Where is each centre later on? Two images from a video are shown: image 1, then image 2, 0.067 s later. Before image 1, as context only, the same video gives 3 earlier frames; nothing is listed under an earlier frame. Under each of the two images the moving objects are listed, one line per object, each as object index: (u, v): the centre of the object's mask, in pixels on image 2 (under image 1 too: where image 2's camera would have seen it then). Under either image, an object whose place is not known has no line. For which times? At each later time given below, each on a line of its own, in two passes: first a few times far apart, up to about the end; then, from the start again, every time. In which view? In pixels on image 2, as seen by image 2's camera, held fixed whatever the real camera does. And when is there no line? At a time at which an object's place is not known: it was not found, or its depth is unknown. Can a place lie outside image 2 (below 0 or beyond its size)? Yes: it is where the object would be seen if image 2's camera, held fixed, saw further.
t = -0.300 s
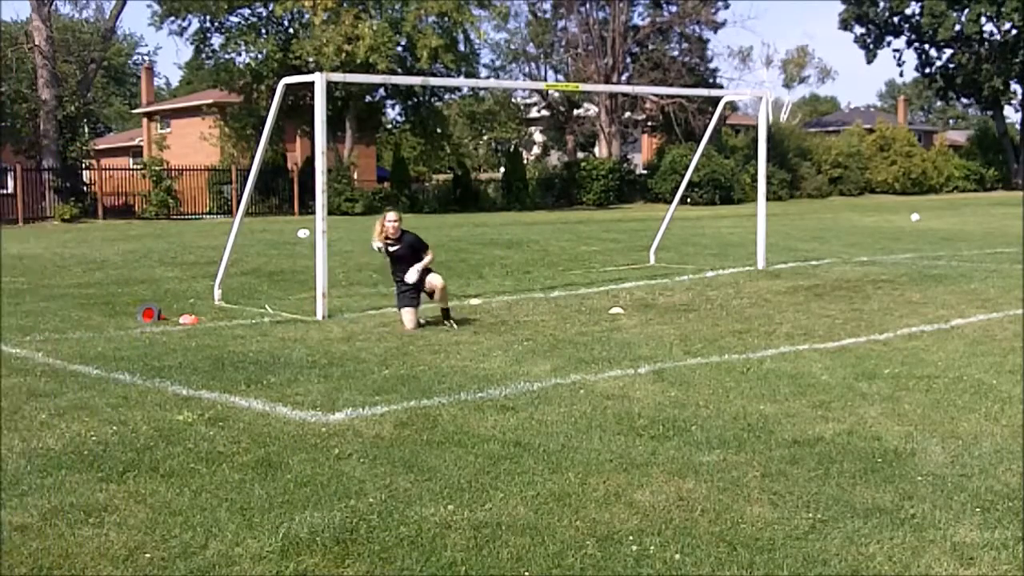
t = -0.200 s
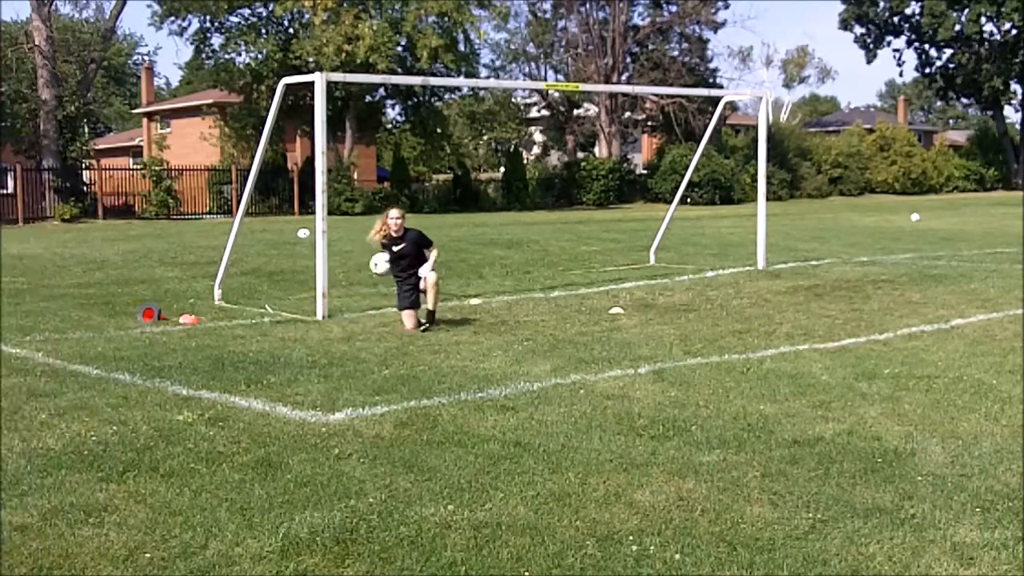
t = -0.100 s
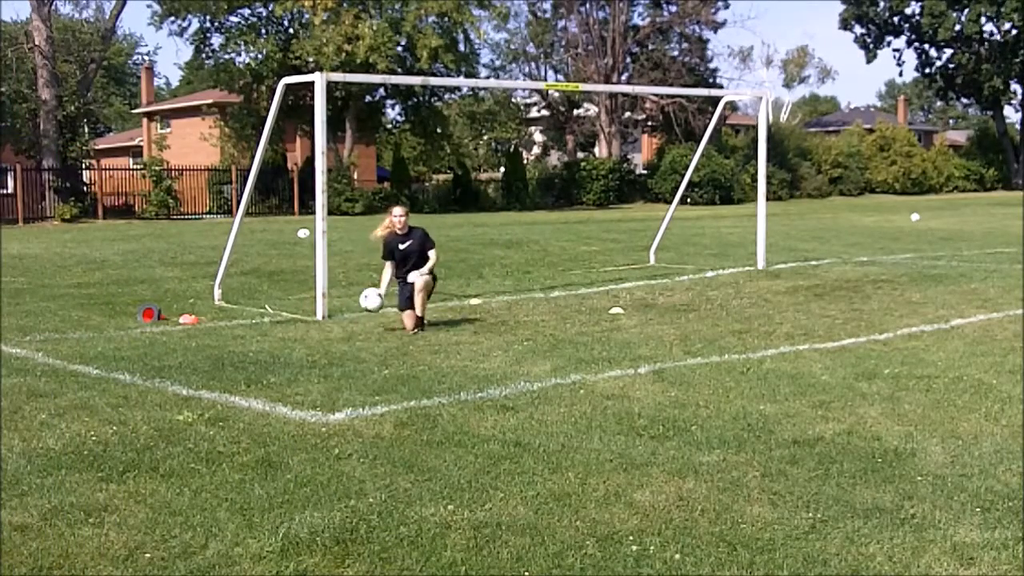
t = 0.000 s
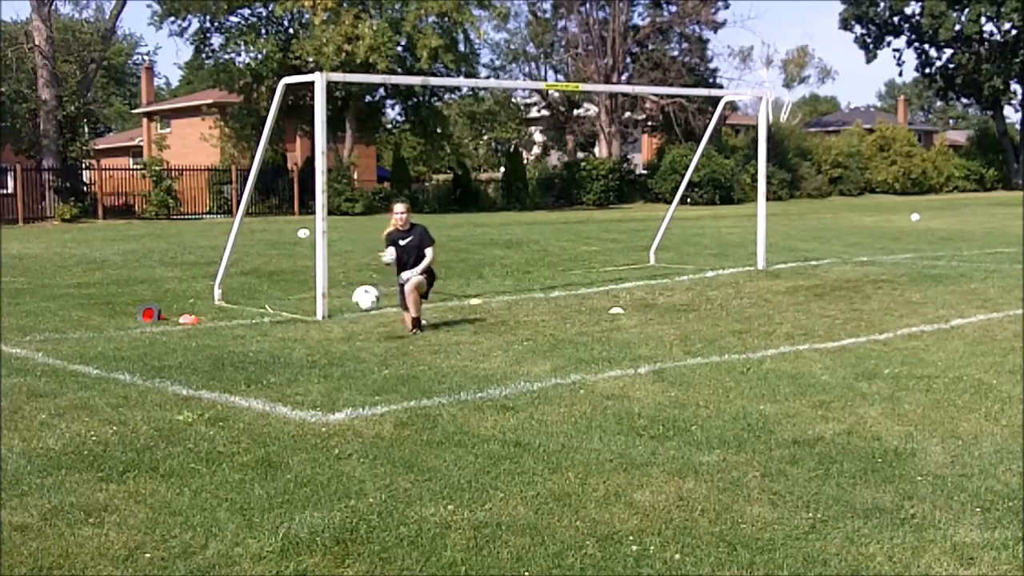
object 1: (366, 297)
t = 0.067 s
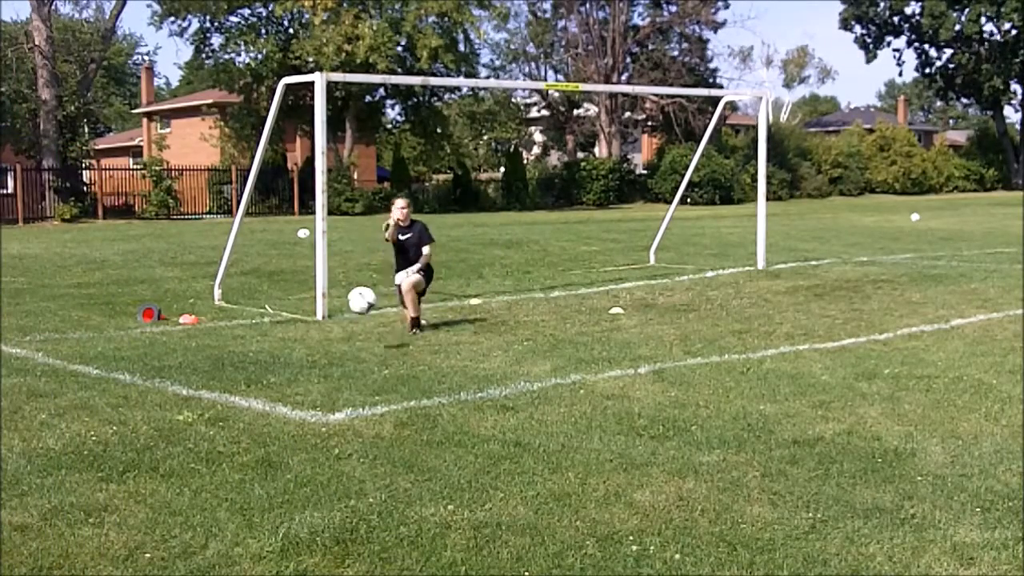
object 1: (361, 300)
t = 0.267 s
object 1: (345, 349)
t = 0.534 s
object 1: (292, 365)
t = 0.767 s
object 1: (228, 460)
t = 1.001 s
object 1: (129, 532)
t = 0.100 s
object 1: (358, 302)
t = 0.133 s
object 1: (356, 308)
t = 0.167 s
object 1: (353, 314)
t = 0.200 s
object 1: (351, 324)
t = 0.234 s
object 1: (348, 335)
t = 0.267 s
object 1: (345, 349)
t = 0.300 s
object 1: (342, 366)
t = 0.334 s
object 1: (339, 383)
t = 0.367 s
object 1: (334, 383)
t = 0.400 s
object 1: (321, 370)
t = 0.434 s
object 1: (314, 366)
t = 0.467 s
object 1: (307, 363)
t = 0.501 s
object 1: (300, 364)
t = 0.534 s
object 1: (292, 365)
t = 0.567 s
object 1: (284, 370)
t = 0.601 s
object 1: (276, 377)
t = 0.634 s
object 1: (268, 387)
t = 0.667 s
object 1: (258, 400)
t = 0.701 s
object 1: (248, 417)
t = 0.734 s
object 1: (238, 436)
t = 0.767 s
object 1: (228, 460)
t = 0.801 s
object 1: (216, 486)
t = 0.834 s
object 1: (203, 496)
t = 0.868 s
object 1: (190, 498)
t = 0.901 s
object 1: (177, 501)
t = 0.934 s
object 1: (161, 507)
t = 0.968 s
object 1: (146, 519)
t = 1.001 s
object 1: (129, 532)
